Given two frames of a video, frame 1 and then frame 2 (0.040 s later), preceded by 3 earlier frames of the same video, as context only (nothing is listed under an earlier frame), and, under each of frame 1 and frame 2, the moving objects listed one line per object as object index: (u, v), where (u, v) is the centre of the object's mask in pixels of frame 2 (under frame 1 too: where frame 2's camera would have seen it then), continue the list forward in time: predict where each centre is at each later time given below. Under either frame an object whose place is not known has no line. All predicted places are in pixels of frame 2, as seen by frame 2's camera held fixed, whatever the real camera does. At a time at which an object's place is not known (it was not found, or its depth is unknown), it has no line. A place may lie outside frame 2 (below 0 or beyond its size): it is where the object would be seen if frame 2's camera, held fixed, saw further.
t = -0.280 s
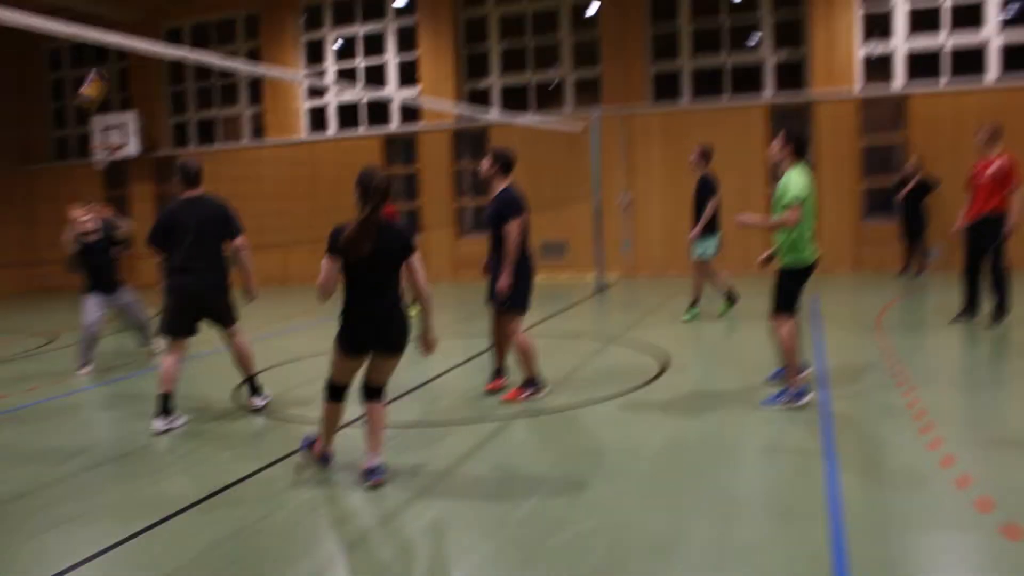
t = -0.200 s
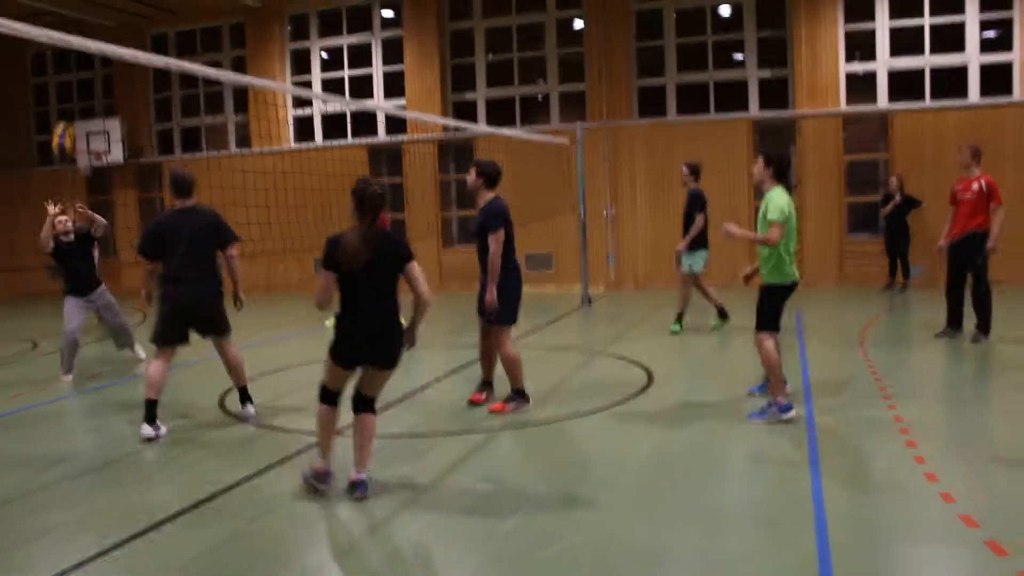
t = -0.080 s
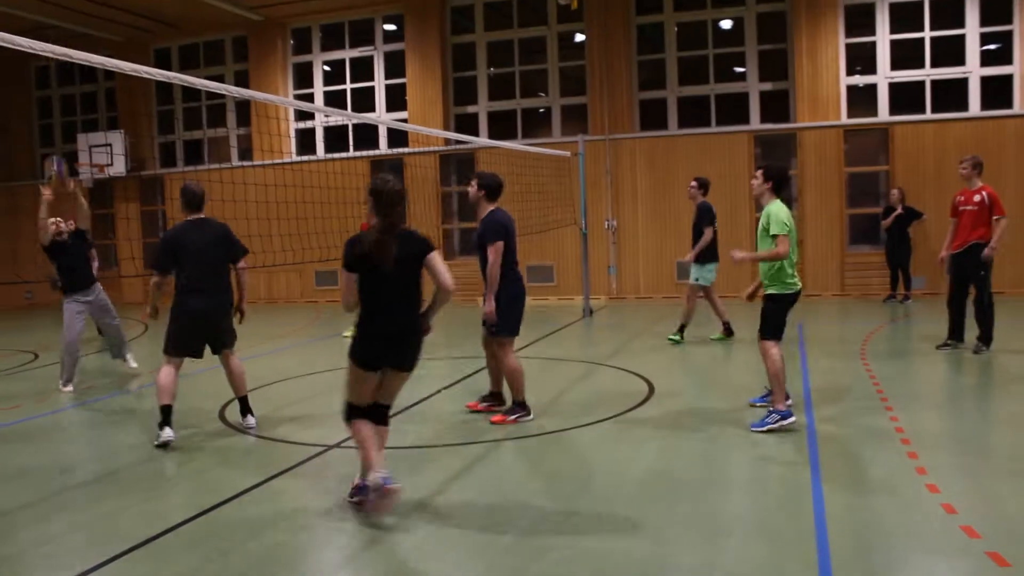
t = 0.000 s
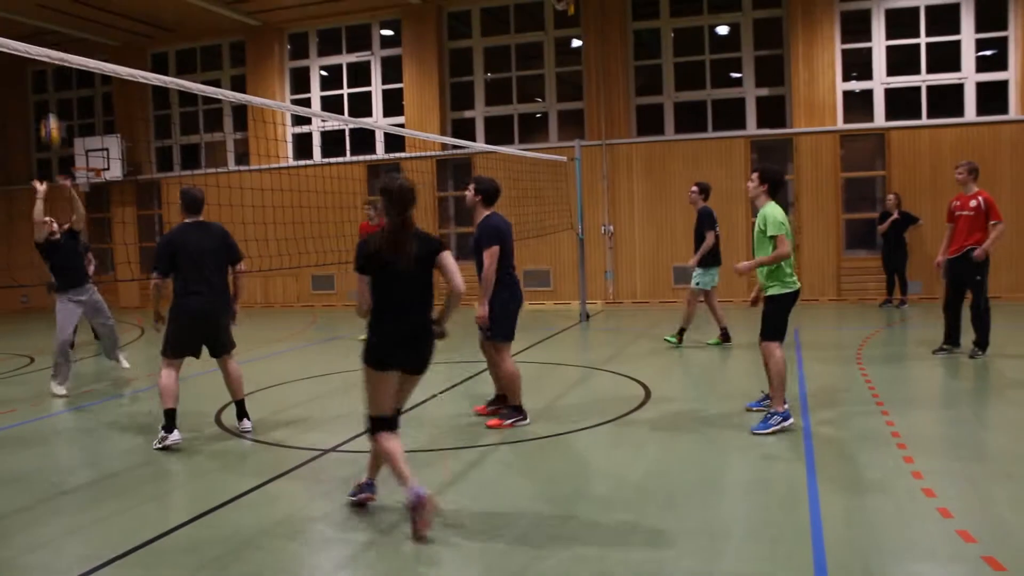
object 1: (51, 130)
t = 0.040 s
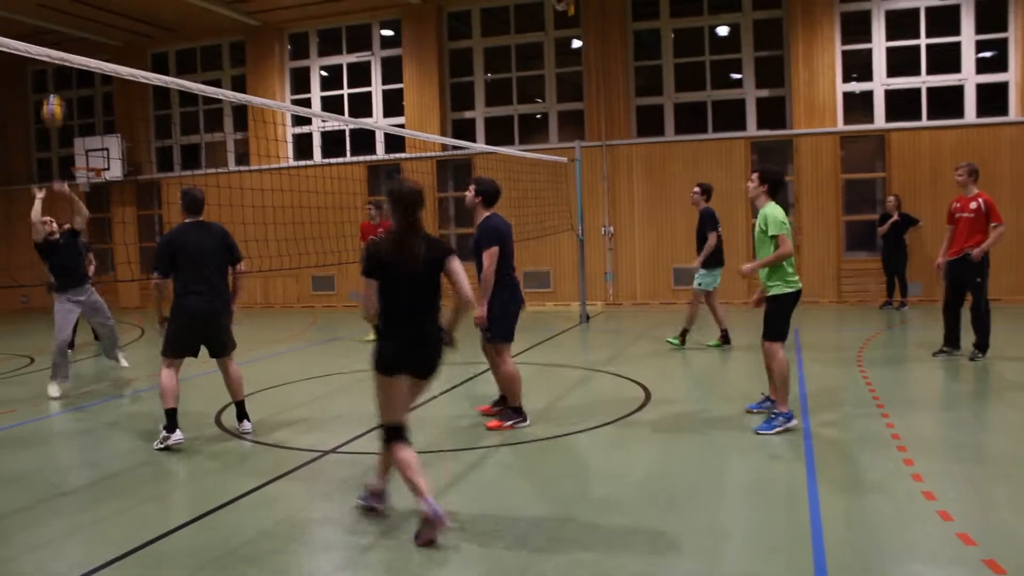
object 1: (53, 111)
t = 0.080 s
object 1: (54, 90)
